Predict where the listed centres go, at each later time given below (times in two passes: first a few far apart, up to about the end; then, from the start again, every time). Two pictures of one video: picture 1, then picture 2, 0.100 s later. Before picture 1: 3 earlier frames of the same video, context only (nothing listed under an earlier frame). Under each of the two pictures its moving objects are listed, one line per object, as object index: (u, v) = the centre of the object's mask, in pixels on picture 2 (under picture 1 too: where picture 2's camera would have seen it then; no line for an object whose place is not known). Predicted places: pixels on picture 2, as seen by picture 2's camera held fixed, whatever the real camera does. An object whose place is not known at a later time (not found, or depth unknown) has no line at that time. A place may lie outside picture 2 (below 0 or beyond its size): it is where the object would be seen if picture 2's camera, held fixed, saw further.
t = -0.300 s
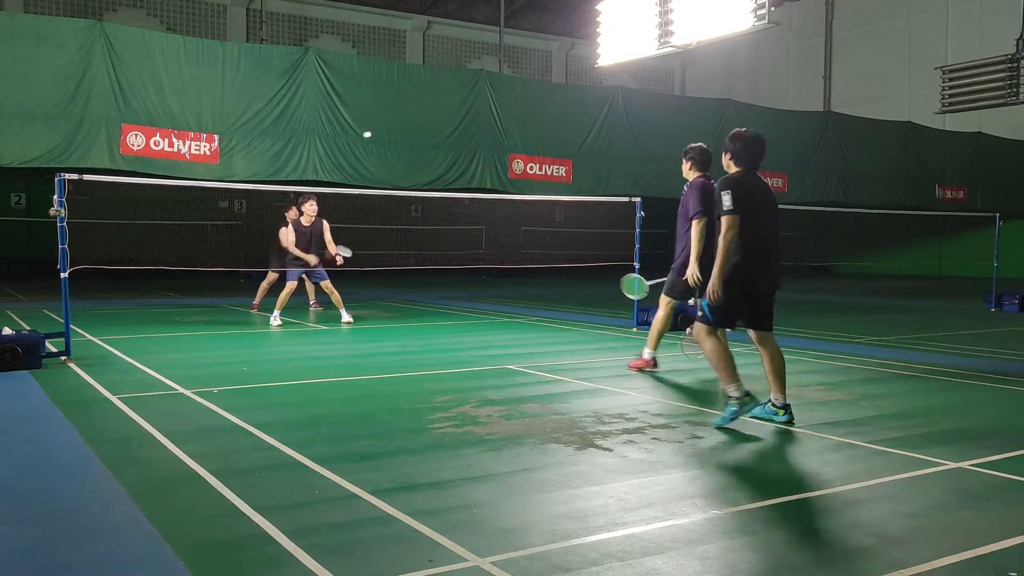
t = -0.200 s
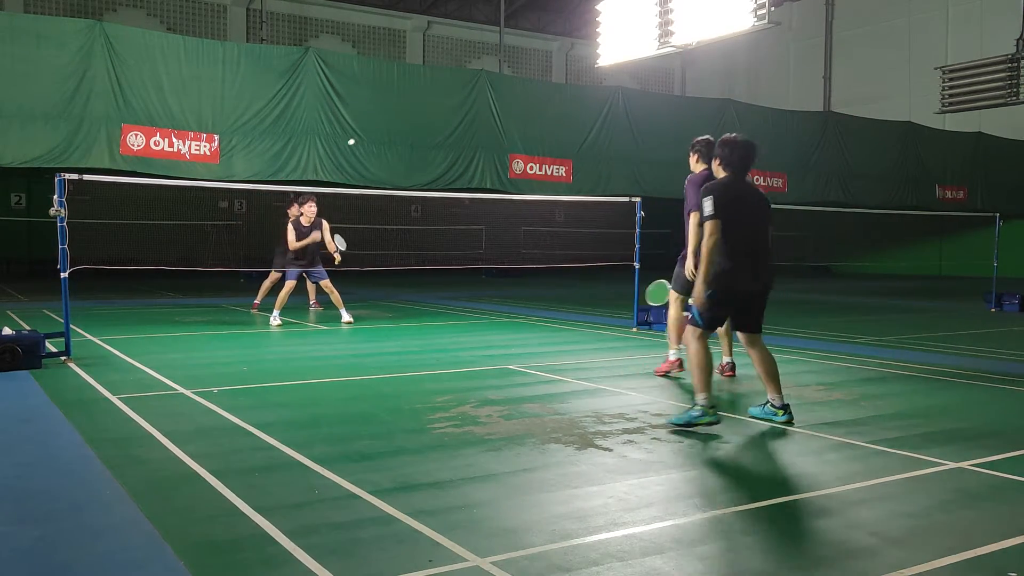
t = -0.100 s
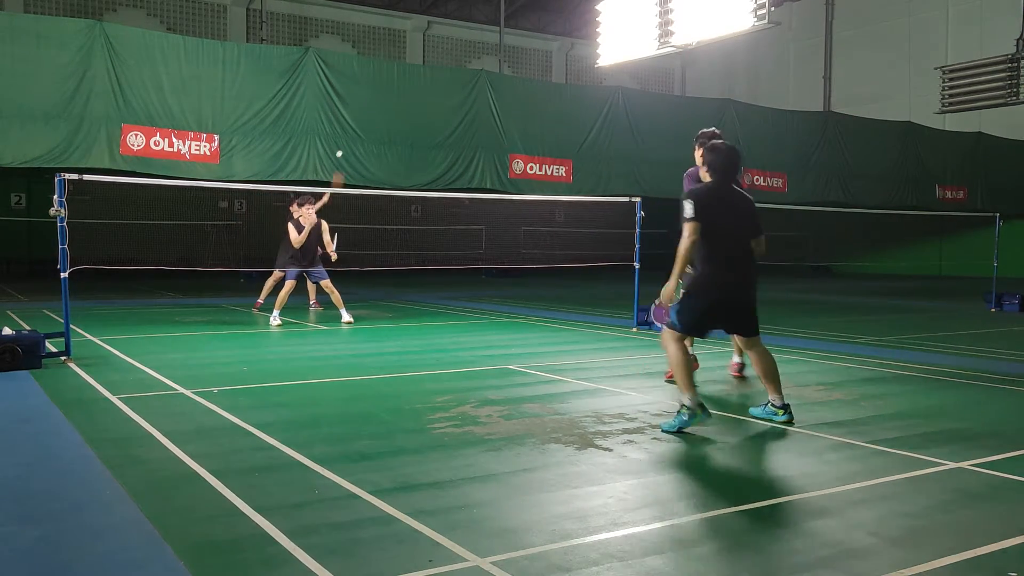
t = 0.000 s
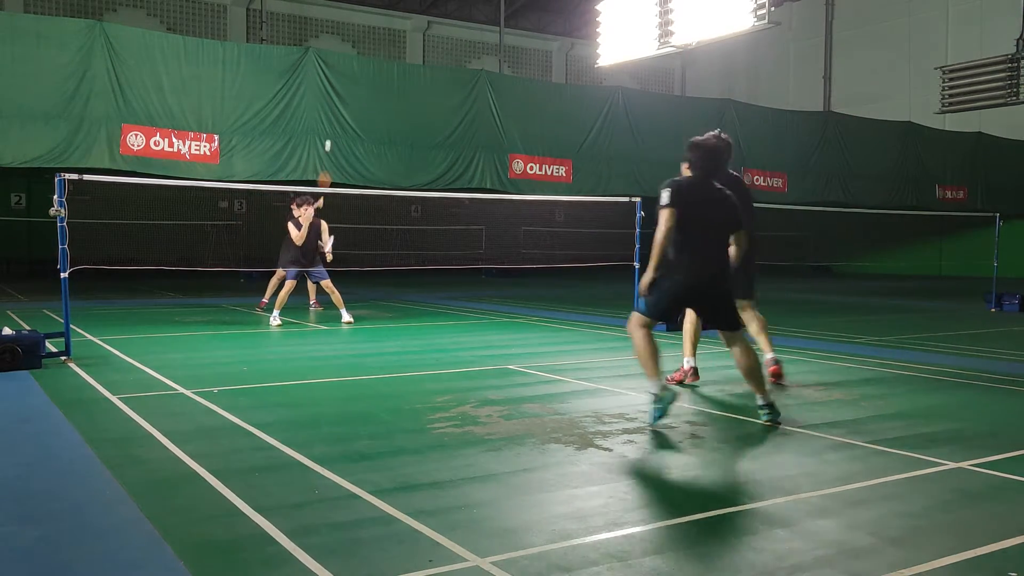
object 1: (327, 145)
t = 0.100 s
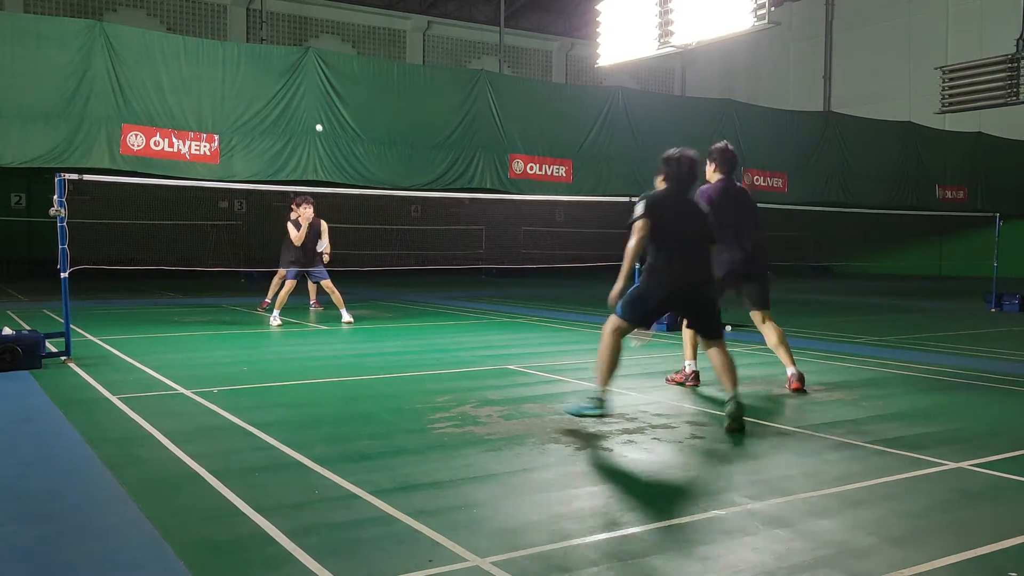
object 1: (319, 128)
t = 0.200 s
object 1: (311, 119)
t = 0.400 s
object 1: (295, 130)
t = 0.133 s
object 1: (317, 124)
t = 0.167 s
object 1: (314, 120)
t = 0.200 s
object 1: (311, 119)
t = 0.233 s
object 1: (309, 118)
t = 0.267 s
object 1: (306, 118)
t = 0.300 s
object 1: (303, 120)
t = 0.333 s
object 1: (301, 122)
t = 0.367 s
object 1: (298, 126)
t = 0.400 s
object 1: (295, 130)
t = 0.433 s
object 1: (292, 136)
